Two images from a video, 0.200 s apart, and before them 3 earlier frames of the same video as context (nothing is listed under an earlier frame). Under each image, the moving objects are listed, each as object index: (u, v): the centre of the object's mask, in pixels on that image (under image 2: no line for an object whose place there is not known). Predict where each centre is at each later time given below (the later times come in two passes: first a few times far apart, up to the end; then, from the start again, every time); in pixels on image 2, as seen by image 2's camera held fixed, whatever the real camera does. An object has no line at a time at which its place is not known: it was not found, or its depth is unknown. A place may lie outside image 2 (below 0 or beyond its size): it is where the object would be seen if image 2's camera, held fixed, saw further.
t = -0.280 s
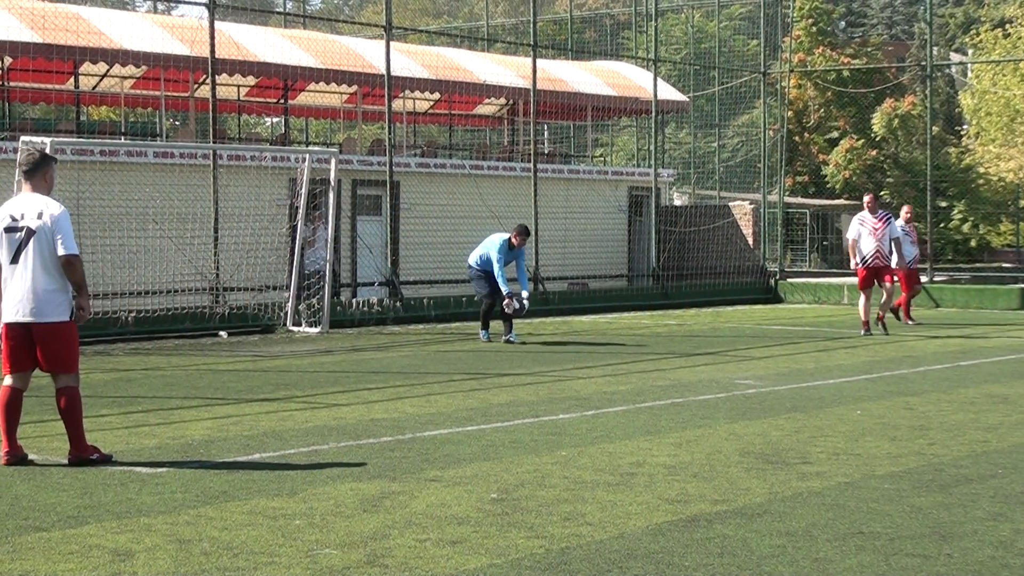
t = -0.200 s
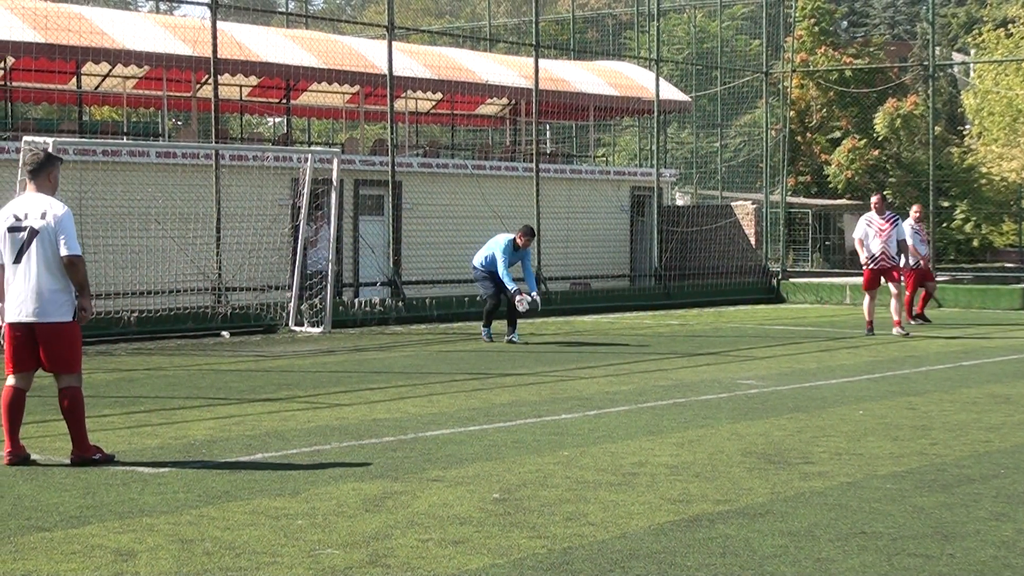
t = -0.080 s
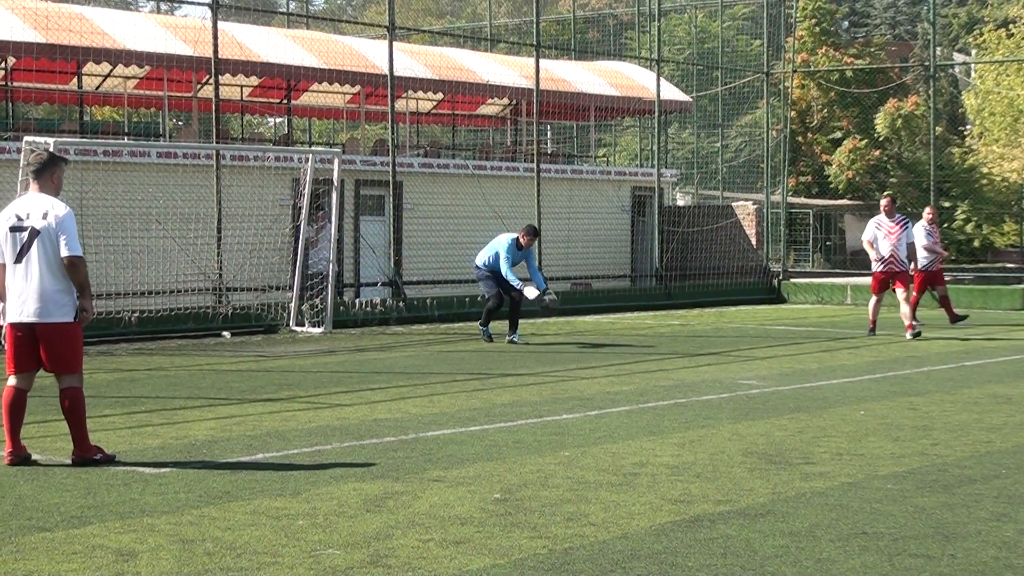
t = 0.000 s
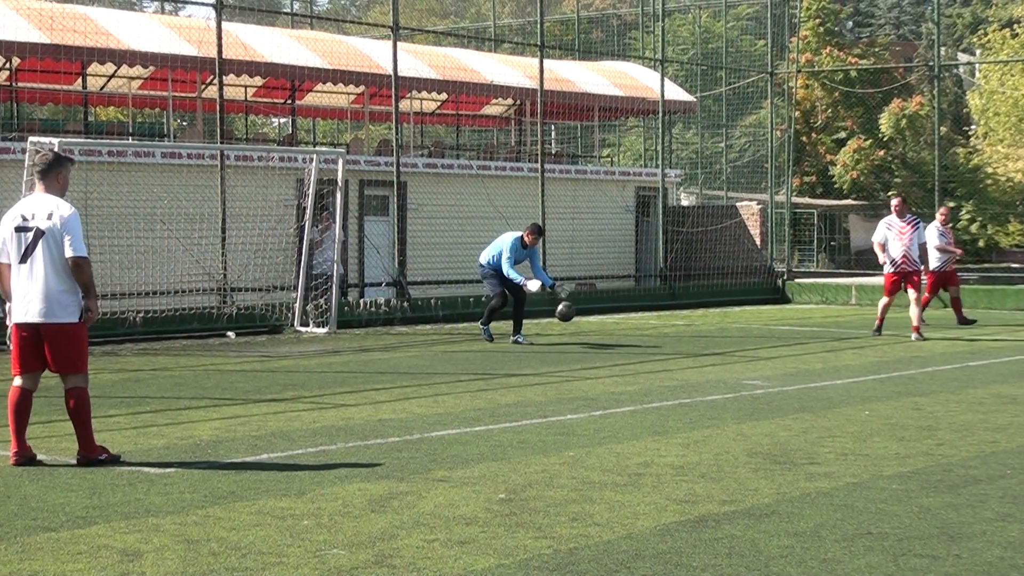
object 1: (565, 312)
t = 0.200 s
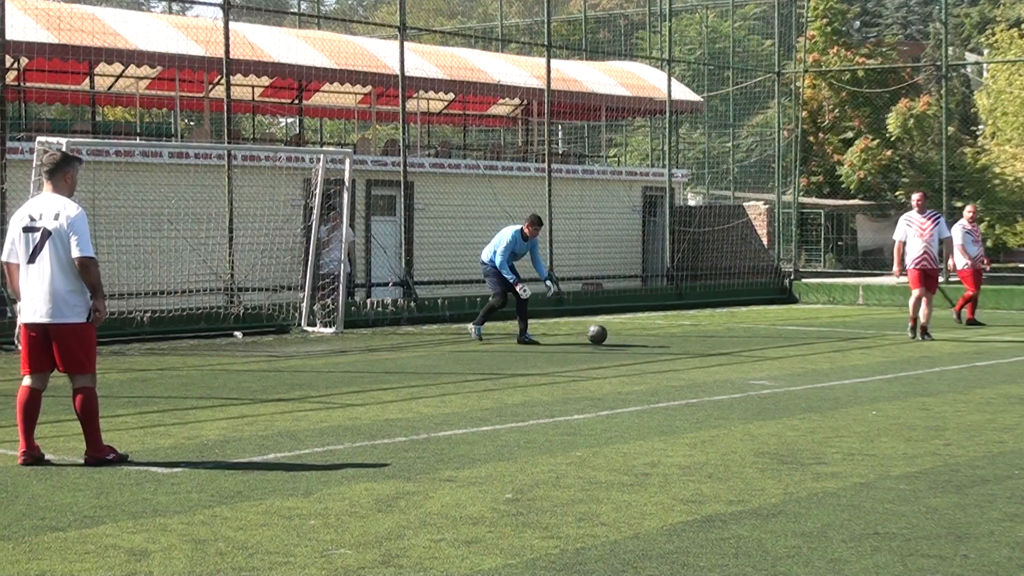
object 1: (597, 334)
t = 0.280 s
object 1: (597, 325)
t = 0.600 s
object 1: (606, 337)
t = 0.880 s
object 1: (623, 340)
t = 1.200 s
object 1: (639, 341)
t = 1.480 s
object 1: (652, 342)
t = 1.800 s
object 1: (664, 342)
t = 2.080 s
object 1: (675, 343)
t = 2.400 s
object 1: (685, 343)
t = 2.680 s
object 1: (693, 344)
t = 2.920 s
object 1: (696, 344)
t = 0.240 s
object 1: (598, 329)
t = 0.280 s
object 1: (597, 325)
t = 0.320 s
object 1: (597, 322)
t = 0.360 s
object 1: (598, 321)
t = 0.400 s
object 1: (600, 322)
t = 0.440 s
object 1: (601, 324)
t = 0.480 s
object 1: (602, 328)
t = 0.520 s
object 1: (603, 333)
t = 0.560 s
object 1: (604, 339)
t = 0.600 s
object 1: (606, 337)
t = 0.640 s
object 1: (609, 334)
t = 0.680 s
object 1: (611, 332)
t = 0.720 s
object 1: (613, 331)
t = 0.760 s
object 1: (615, 331)
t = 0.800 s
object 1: (618, 334)
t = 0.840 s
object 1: (621, 338)
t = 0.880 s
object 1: (623, 340)
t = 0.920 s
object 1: (625, 338)
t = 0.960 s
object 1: (627, 337)
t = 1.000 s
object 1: (629, 337)
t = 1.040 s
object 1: (631, 339)
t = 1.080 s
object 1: (633, 341)
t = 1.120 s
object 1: (635, 340)
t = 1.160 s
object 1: (637, 340)
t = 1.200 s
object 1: (639, 341)
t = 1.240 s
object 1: (641, 341)
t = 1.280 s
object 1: (643, 341)
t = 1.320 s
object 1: (645, 341)
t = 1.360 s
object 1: (646, 341)
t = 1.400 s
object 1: (648, 341)
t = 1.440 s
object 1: (650, 342)
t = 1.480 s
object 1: (652, 342)
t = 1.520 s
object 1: (653, 341)
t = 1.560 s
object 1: (656, 342)
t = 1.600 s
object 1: (657, 342)
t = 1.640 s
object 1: (659, 342)
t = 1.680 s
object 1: (660, 342)
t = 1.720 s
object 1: (661, 342)
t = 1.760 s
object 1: (663, 342)
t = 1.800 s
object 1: (664, 342)
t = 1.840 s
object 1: (665, 343)
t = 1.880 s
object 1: (667, 343)
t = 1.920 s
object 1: (669, 343)
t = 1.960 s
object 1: (671, 342)
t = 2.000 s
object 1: (672, 343)
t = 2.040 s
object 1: (673, 343)
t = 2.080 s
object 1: (675, 343)
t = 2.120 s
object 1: (676, 343)
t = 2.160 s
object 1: (677, 343)
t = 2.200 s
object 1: (678, 343)
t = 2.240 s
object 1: (680, 343)
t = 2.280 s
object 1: (681, 343)
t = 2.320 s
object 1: (682, 343)
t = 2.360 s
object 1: (683, 343)
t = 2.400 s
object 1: (685, 343)
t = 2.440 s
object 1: (685, 343)
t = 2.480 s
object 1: (687, 343)
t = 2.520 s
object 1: (689, 343)
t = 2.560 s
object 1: (690, 344)
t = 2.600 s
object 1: (691, 344)
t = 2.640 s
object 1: (692, 344)
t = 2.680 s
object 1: (693, 344)
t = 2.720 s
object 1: (693, 344)
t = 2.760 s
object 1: (693, 344)
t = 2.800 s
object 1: (694, 344)
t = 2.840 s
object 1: (695, 344)
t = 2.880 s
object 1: (695, 344)
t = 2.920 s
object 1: (696, 344)
